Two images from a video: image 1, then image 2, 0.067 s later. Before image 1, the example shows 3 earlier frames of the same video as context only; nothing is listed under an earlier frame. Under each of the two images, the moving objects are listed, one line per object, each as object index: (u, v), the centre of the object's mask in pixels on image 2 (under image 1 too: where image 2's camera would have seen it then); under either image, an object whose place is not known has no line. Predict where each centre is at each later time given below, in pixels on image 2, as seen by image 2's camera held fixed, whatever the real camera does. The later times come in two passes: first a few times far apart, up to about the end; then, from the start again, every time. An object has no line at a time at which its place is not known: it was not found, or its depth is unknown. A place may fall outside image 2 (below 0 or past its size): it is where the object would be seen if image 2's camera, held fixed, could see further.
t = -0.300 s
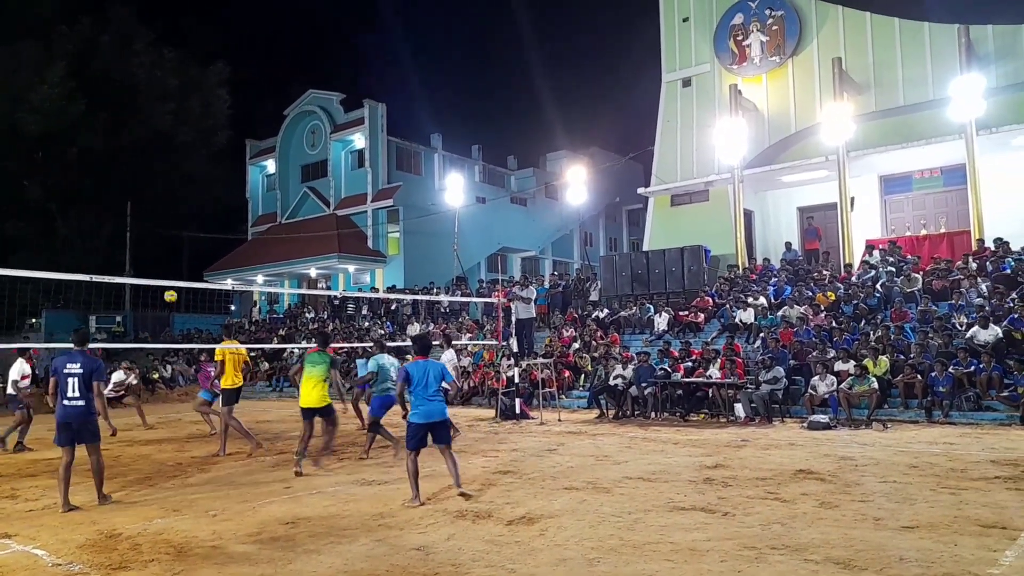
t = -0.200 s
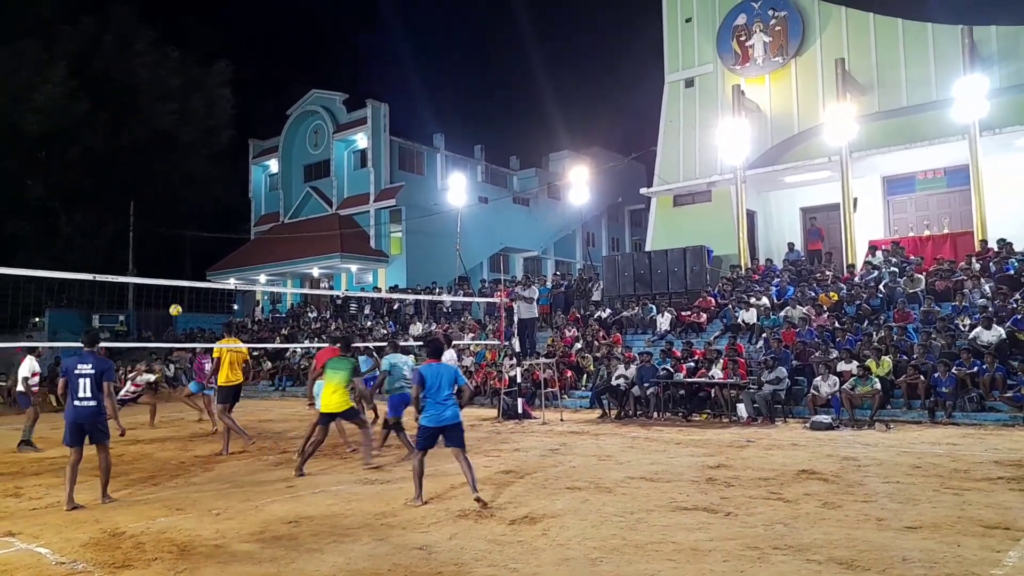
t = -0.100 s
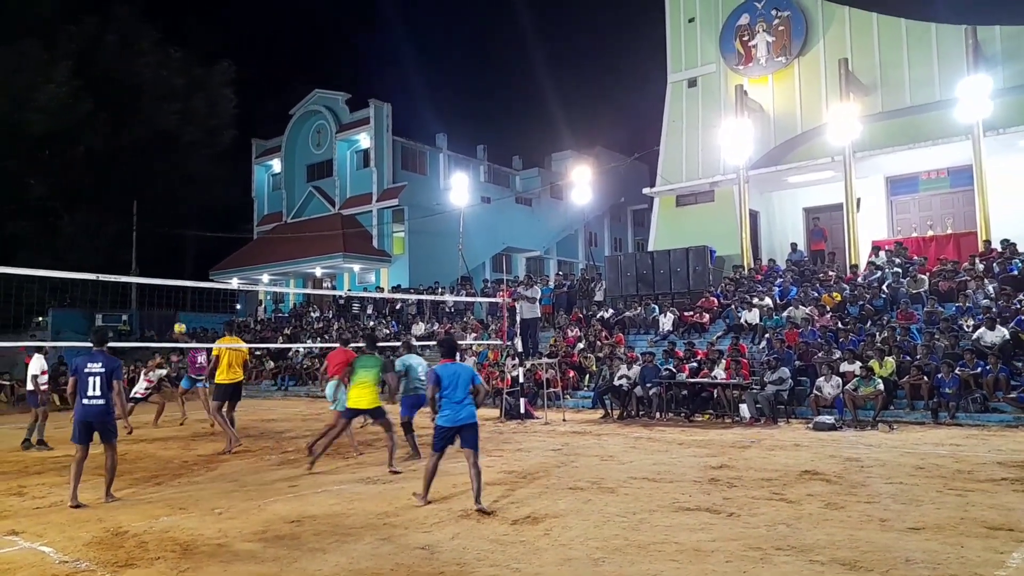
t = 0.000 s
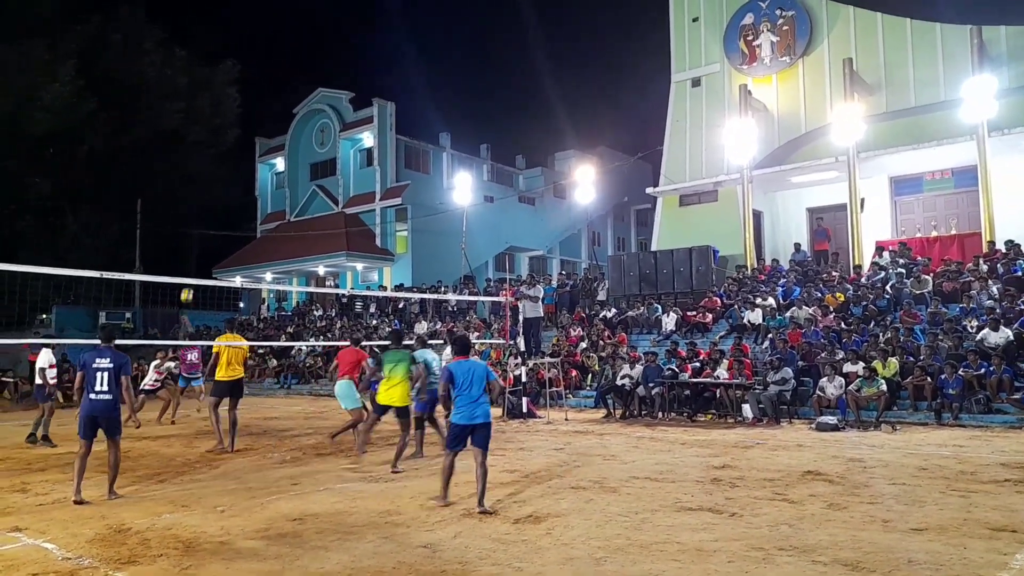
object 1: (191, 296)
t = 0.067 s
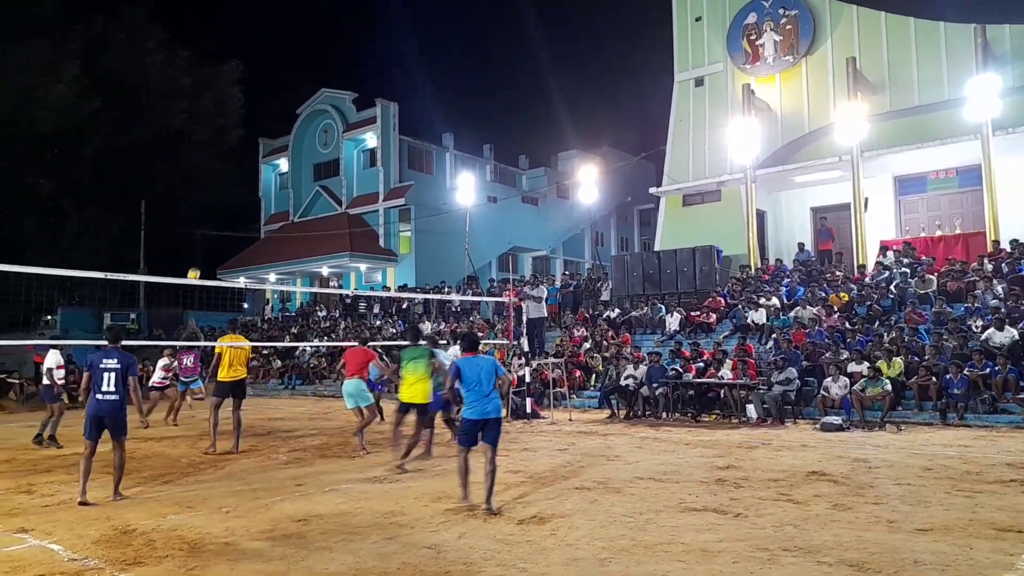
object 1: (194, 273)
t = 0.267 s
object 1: (199, 223)
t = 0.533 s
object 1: (207, 180)
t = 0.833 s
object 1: (216, 174)
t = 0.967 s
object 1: (219, 188)
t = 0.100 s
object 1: (194, 265)
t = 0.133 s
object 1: (195, 256)
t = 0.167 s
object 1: (197, 247)
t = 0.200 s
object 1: (198, 238)
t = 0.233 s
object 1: (199, 230)
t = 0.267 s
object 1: (199, 223)
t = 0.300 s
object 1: (201, 215)
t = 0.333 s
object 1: (202, 209)
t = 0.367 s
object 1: (202, 203)
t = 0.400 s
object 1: (204, 197)
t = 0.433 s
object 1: (205, 192)
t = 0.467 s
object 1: (205, 188)
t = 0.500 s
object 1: (206, 184)
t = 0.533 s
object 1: (207, 180)
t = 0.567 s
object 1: (208, 177)
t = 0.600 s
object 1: (209, 175)
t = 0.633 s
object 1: (210, 173)
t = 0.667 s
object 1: (211, 171)
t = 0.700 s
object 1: (212, 171)
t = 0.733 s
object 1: (213, 171)
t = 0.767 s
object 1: (214, 171)
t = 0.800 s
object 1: (215, 173)
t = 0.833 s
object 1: (216, 174)
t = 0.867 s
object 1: (217, 177)
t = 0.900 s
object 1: (218, 180)
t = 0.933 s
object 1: (219, 184)
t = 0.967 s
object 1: (219, 188)
